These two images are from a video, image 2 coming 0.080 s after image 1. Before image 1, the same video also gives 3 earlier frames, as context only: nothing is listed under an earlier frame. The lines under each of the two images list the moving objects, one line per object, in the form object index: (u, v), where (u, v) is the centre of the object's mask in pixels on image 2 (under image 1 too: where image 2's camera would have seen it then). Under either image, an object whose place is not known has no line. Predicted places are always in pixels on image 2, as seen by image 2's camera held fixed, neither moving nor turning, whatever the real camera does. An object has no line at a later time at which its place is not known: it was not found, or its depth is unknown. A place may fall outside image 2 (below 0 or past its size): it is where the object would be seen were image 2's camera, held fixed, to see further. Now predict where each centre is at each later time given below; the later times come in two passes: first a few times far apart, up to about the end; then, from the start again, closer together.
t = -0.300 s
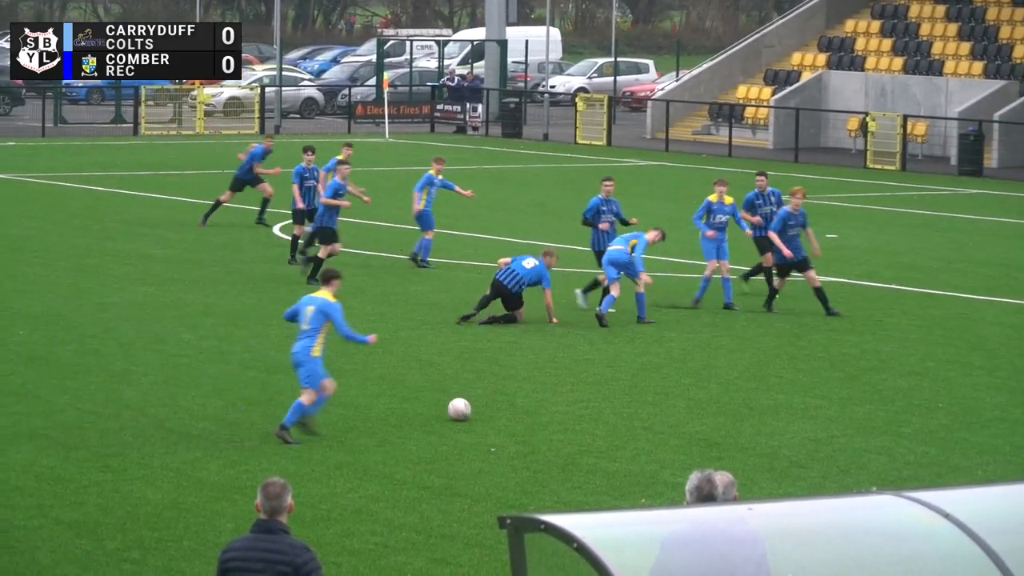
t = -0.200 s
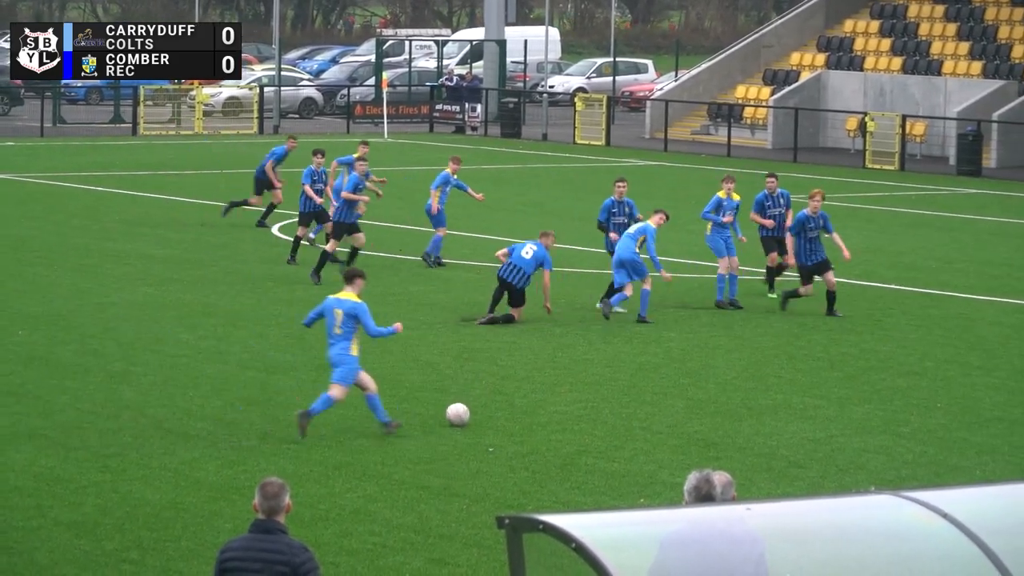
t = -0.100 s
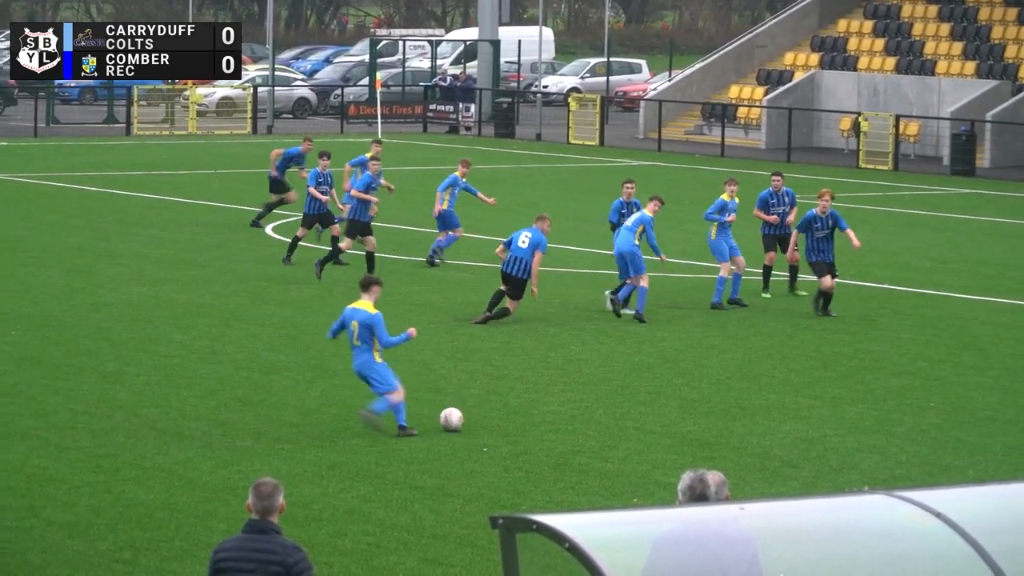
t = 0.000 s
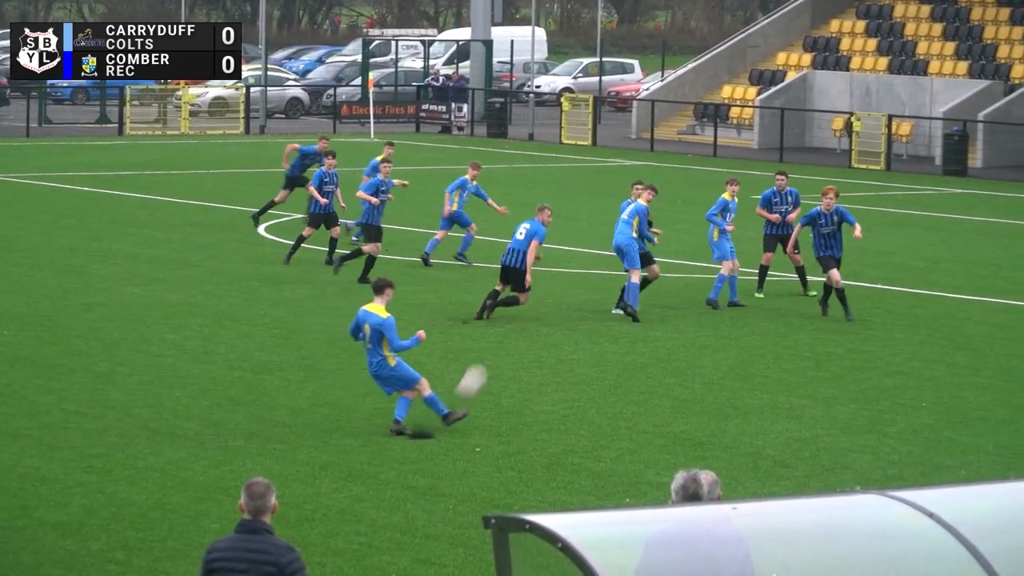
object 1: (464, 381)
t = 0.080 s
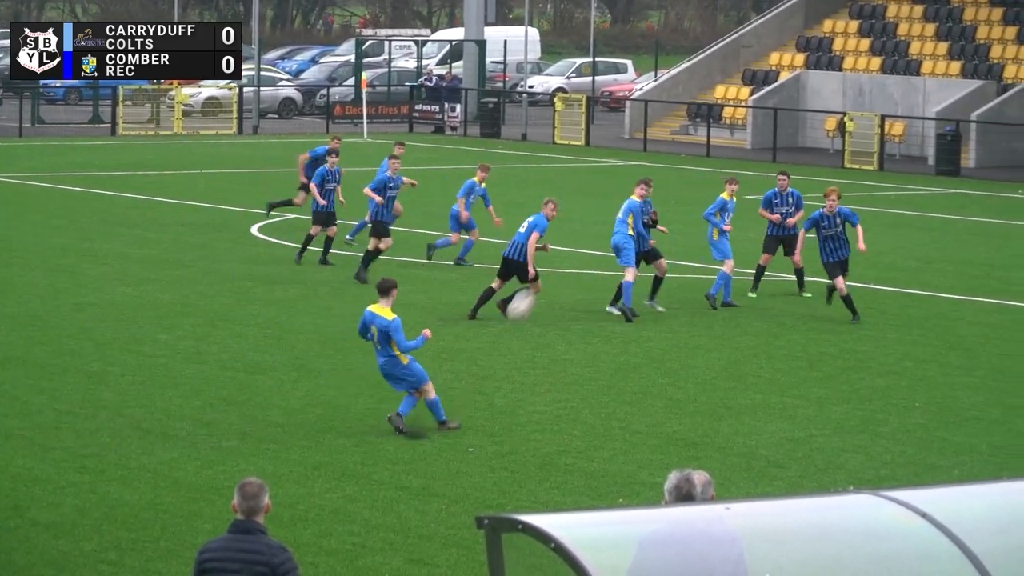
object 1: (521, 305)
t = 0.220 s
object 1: (601, 195)
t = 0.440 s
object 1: (704, 75)
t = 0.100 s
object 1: (533, 288)
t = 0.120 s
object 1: (545, 272)
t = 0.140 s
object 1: (558, 255)
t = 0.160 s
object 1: (570, 237)
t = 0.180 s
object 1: (580, 223)
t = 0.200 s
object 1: (591, 209)
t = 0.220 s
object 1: (601, 195)
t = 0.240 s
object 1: (612, 181)
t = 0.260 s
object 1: (623, 169)
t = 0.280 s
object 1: (634, 155)
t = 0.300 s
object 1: (643, 143)
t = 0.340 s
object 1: (662, 120)
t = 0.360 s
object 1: (671, 111)
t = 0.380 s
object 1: (680, 101)
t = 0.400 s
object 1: (688, 91)
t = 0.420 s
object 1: (696, 83)
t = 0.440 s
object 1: (704, 75)
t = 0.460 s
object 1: (712, 65)
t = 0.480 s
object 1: (720, 60)
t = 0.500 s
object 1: (727, 52)
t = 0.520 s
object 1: (735, 46)
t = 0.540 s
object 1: (743, 40)
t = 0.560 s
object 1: (749, 34)
